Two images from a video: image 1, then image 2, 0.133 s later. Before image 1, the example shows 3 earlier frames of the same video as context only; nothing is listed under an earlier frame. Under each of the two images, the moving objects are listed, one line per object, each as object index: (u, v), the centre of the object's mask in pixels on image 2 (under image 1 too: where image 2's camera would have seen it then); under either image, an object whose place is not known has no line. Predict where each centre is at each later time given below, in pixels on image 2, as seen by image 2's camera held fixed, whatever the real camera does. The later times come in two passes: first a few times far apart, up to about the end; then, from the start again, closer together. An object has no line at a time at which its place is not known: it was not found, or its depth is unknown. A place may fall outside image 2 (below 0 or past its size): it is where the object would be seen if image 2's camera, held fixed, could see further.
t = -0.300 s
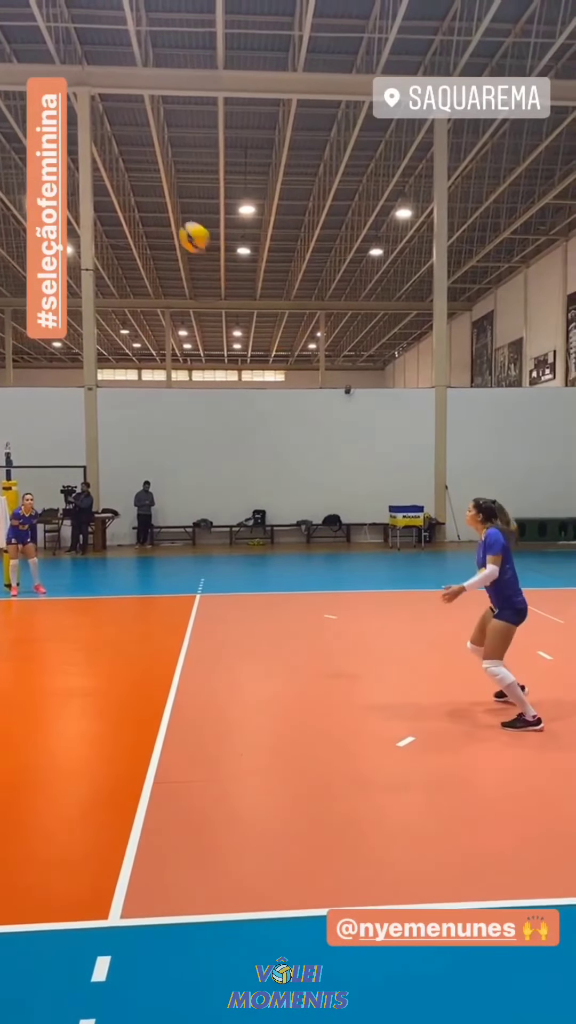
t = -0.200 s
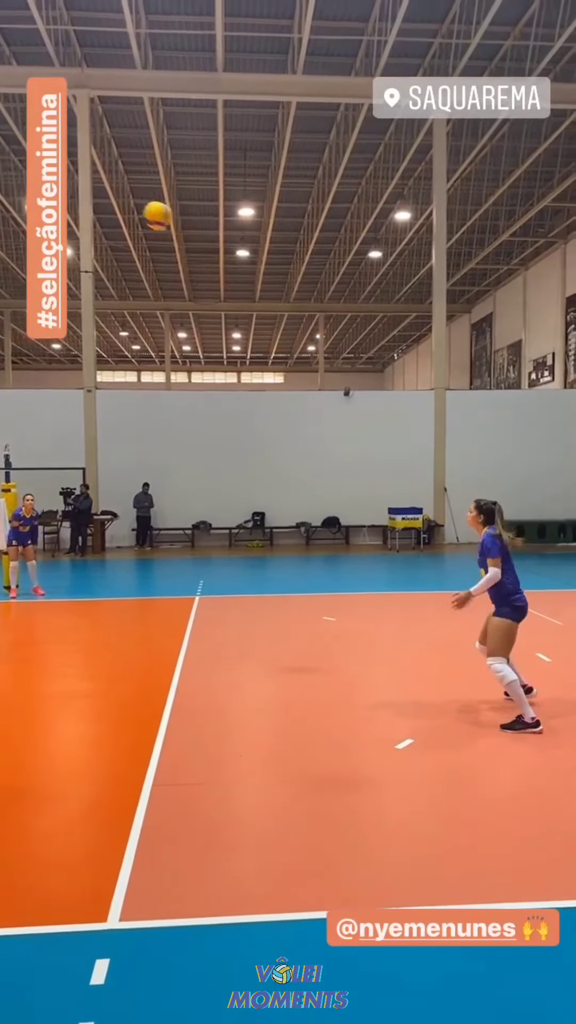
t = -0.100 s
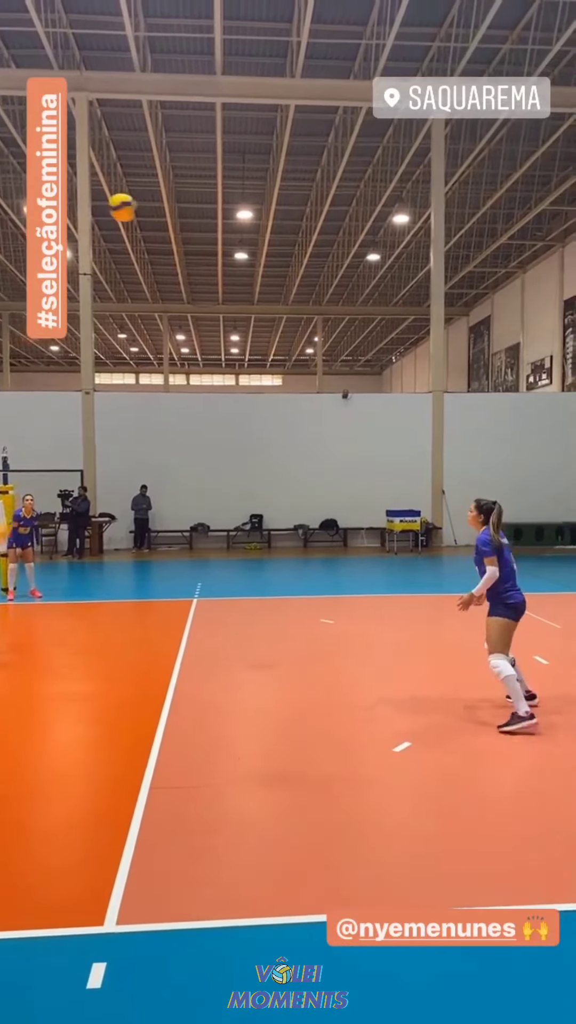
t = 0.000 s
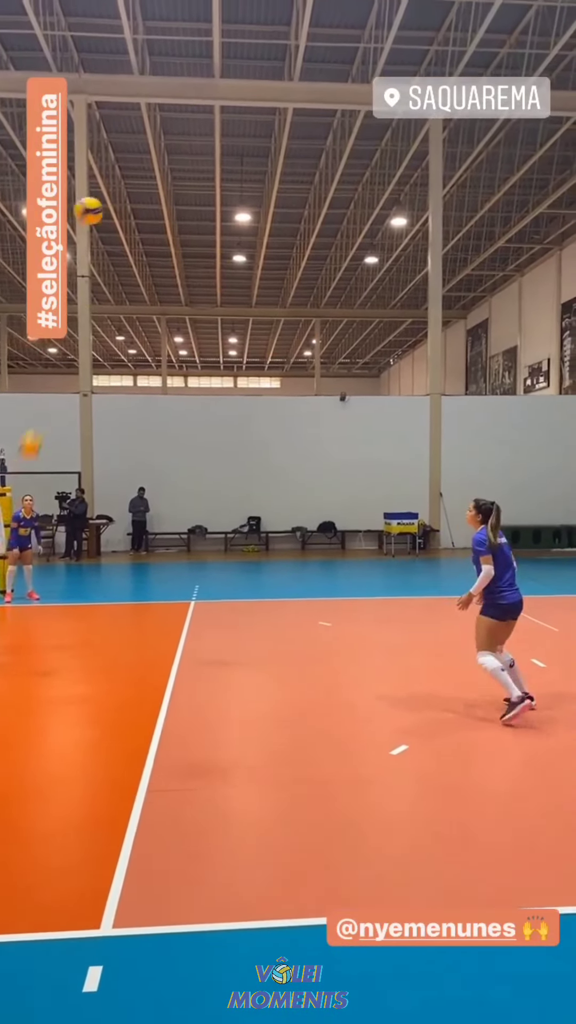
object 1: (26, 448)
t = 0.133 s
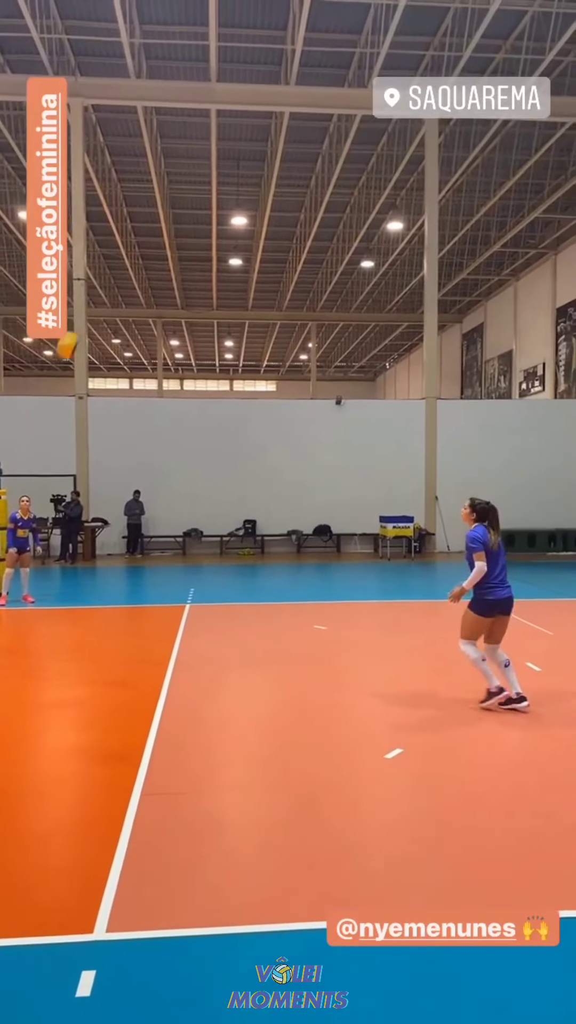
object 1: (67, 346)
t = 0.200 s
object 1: (89, 302)
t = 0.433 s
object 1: (159, 190)
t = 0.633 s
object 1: (217, 139)
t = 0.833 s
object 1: (274, 128)
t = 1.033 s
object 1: (330, 157)
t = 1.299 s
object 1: (399, 255)
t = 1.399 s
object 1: (423, 307)
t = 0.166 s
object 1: (78, 322)
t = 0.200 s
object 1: (89, 302)
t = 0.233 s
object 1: (99, 283)
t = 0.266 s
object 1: (109, 265)
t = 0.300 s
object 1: (119, 247)
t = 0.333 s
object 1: (129, 231)
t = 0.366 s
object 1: (139, 217)
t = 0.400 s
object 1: (149, 203)
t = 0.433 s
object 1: (159, 190)
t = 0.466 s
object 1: (169, 179)
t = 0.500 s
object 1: (178, 169)
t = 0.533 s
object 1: (188, 159)
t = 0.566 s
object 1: (198, 152)
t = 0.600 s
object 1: (207, 145)
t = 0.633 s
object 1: (217, 139)
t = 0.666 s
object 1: (227, 135)
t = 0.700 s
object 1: (236, 131)
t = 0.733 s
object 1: (246, 129)
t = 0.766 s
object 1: (256, 127)
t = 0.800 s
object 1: (264, 127)
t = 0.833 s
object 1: (274, 128)
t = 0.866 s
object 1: (283, 130)
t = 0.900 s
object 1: (293, 133)
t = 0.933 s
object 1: (302, 138)
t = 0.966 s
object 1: (312, 143)
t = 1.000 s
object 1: (320, 149)
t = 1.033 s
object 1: (330, 157)
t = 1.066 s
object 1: (339, 165)
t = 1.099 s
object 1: (348, 175)
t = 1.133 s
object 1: (356, 186)
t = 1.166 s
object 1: (365, 197)
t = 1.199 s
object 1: (374, 211)
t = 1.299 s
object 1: (399, 255)
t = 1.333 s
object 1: (407, 272)
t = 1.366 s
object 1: (415, 289)
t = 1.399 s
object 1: (423, 307)
